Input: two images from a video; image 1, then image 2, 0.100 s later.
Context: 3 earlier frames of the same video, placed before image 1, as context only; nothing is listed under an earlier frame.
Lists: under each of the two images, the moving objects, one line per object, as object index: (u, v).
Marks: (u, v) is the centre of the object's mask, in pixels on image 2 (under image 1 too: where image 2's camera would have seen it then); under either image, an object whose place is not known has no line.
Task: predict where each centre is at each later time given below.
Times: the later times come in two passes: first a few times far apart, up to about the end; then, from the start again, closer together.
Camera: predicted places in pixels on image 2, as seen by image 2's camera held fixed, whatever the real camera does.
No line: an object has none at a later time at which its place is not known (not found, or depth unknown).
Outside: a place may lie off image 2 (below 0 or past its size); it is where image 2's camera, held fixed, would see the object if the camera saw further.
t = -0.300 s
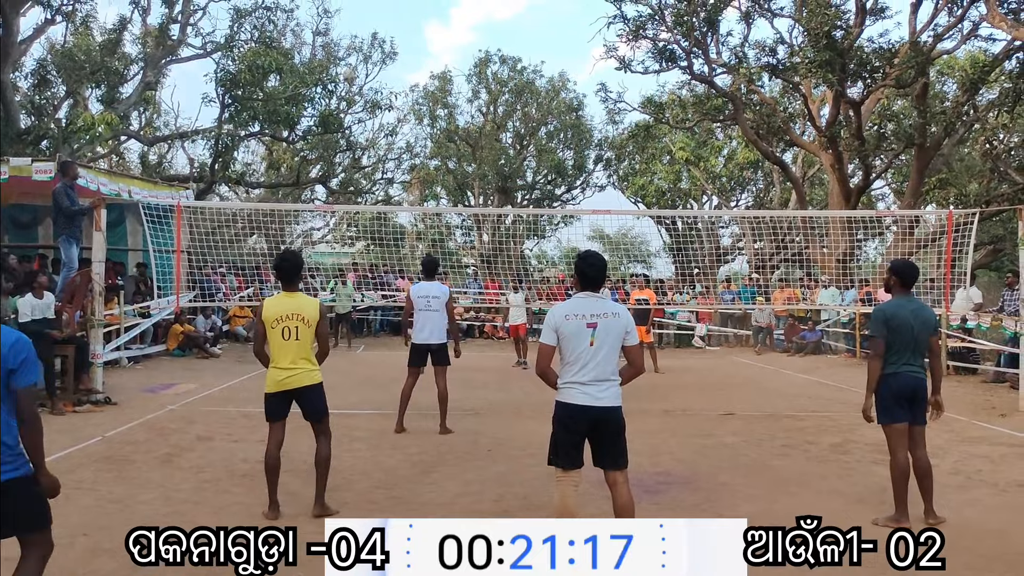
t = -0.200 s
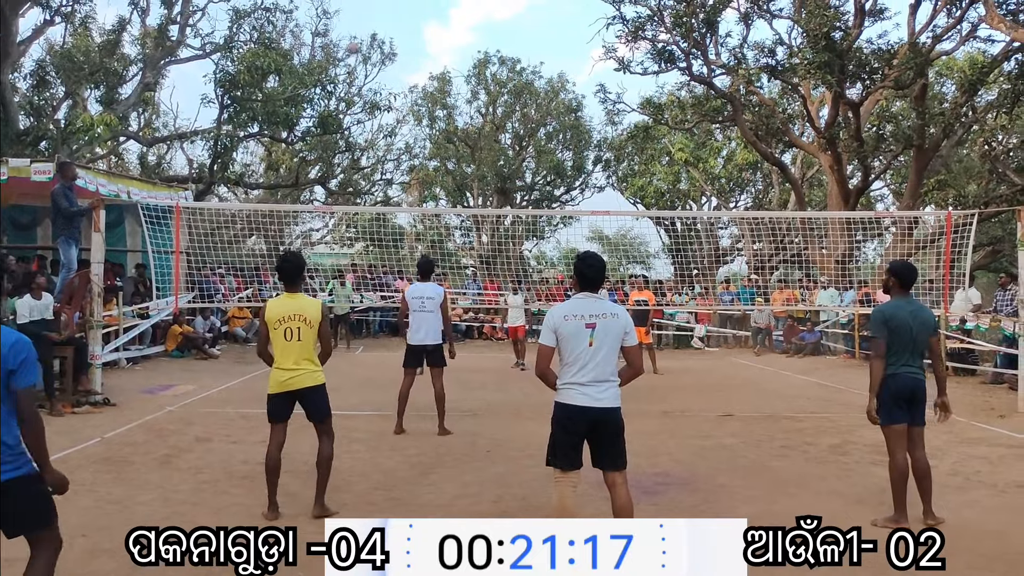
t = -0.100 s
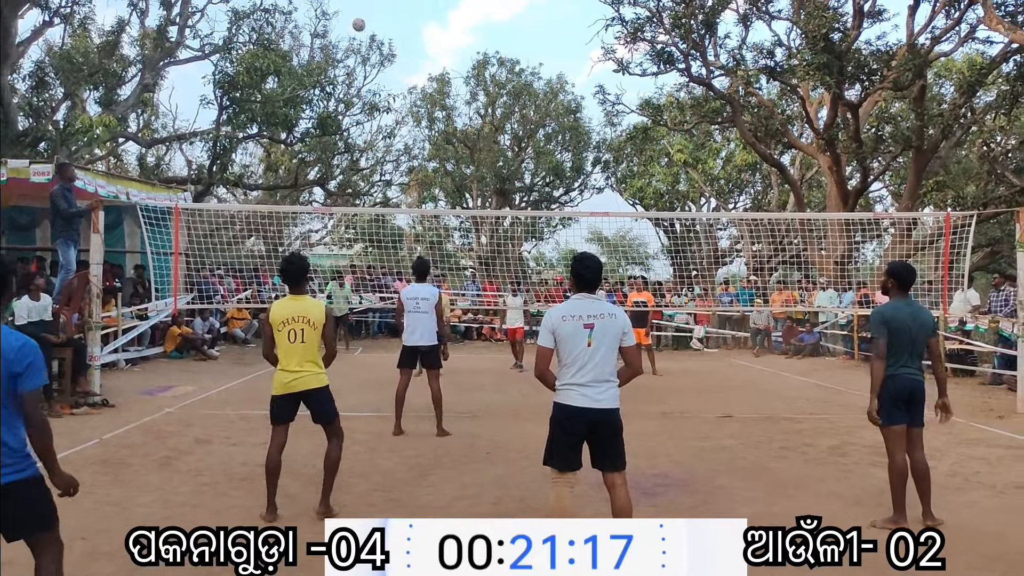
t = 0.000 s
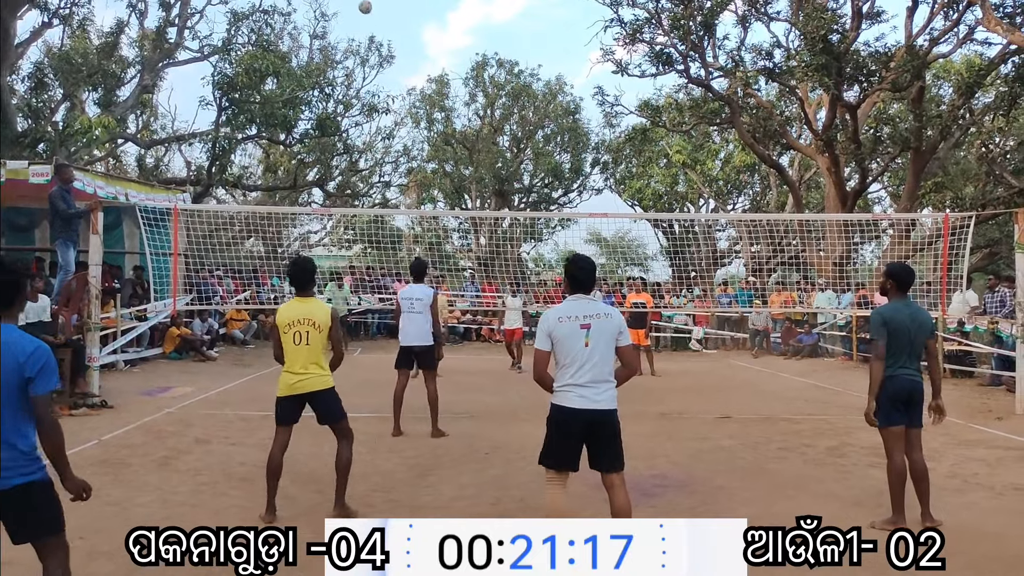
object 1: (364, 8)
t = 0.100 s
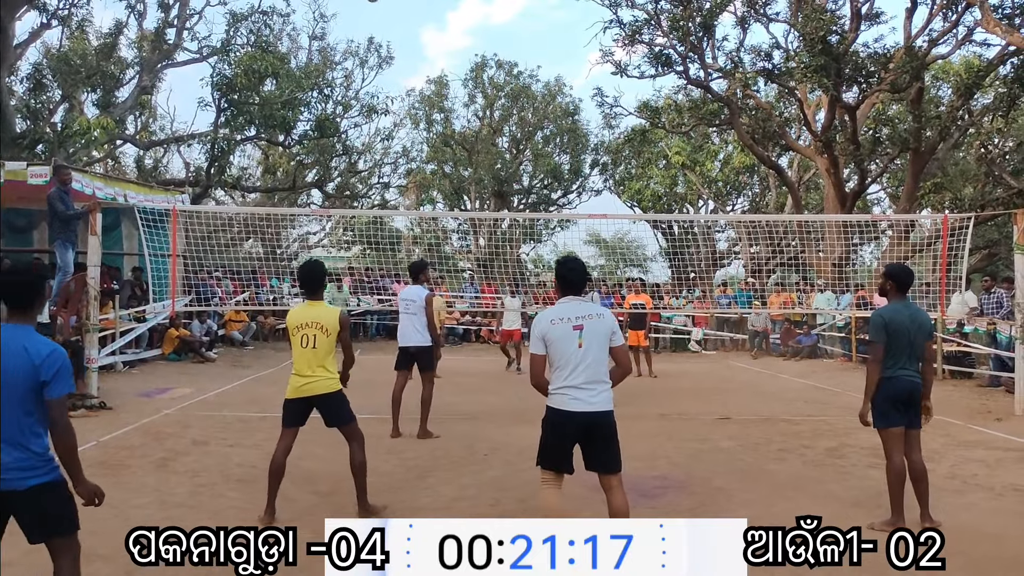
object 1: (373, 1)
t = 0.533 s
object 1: (414, 19)
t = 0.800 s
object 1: (446, 134)
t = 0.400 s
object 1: (400, -2)
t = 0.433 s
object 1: (403, 0)
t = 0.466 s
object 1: (407, 4)
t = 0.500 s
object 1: (410, 11)
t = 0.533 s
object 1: (414, 19)
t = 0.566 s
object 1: (418, 28)
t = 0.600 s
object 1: (422, 38)
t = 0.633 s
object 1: (426, 49)
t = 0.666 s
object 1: (430, 63)
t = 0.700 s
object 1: (434, 77)
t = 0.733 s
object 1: (437, 96)
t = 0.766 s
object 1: (441, 113)
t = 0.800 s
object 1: (446, 134)
